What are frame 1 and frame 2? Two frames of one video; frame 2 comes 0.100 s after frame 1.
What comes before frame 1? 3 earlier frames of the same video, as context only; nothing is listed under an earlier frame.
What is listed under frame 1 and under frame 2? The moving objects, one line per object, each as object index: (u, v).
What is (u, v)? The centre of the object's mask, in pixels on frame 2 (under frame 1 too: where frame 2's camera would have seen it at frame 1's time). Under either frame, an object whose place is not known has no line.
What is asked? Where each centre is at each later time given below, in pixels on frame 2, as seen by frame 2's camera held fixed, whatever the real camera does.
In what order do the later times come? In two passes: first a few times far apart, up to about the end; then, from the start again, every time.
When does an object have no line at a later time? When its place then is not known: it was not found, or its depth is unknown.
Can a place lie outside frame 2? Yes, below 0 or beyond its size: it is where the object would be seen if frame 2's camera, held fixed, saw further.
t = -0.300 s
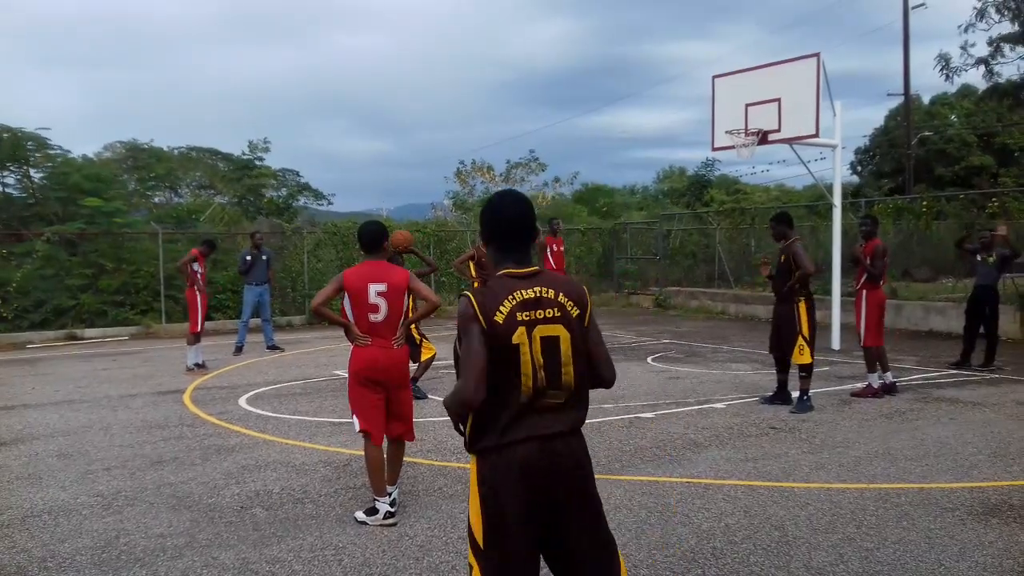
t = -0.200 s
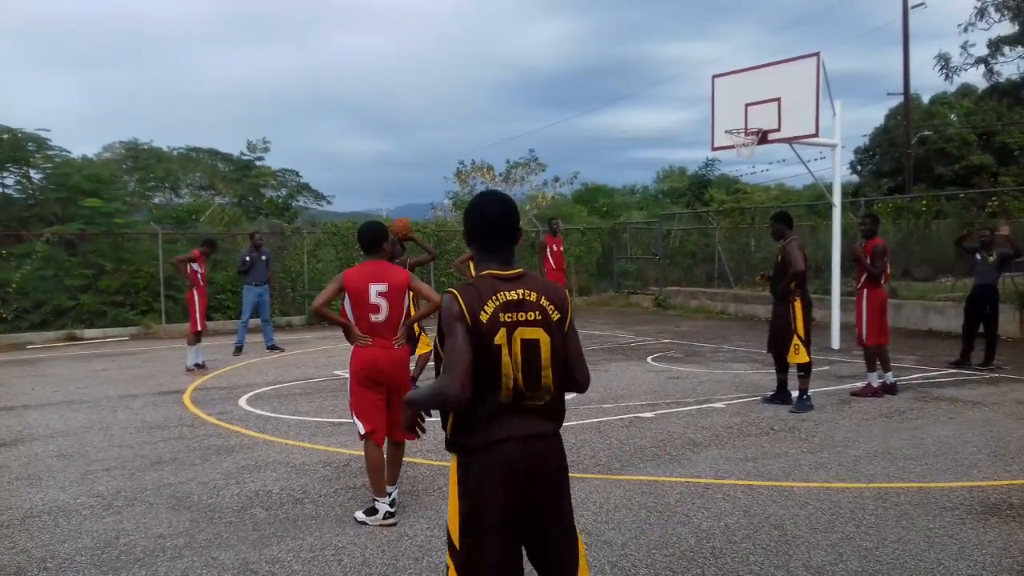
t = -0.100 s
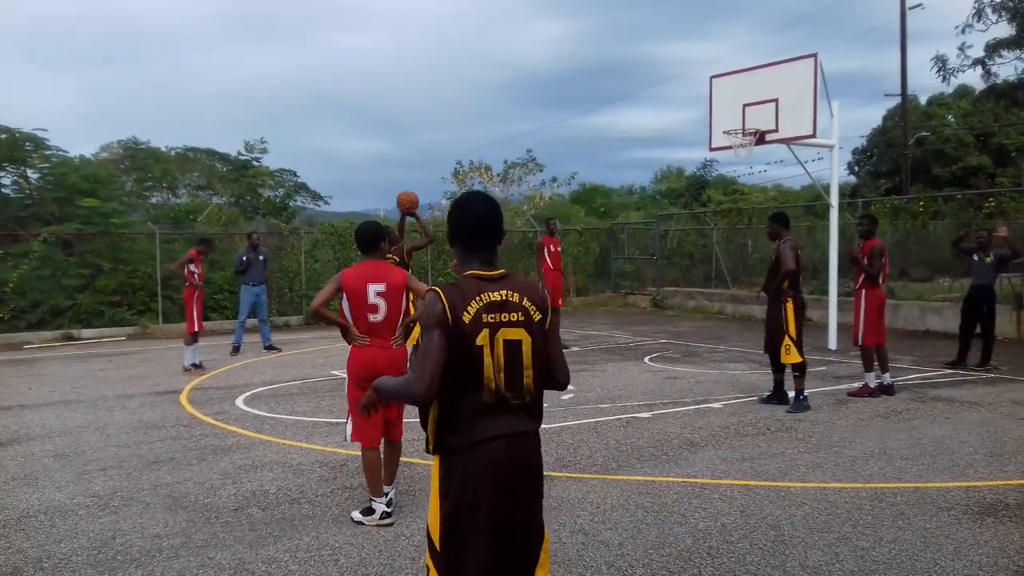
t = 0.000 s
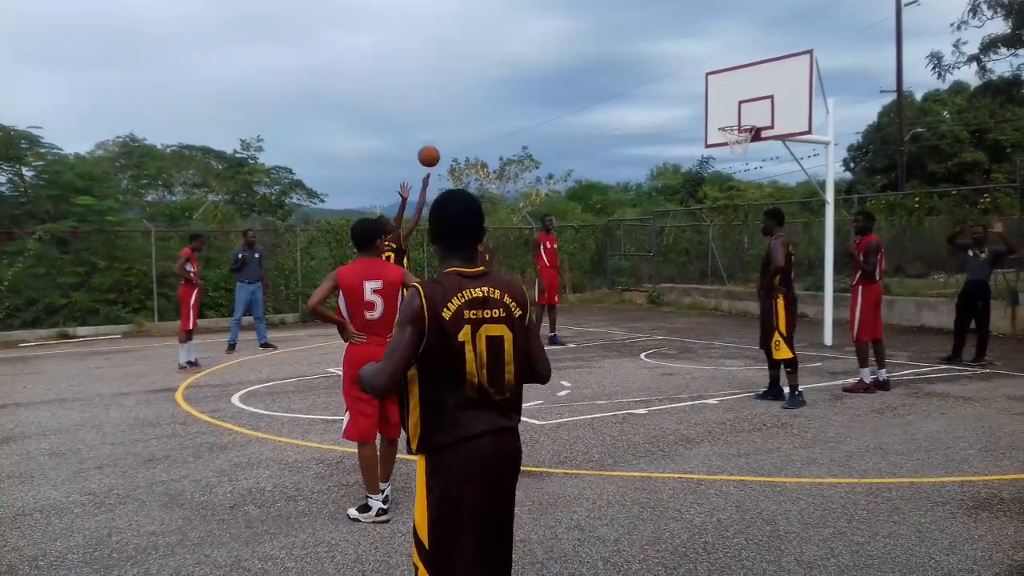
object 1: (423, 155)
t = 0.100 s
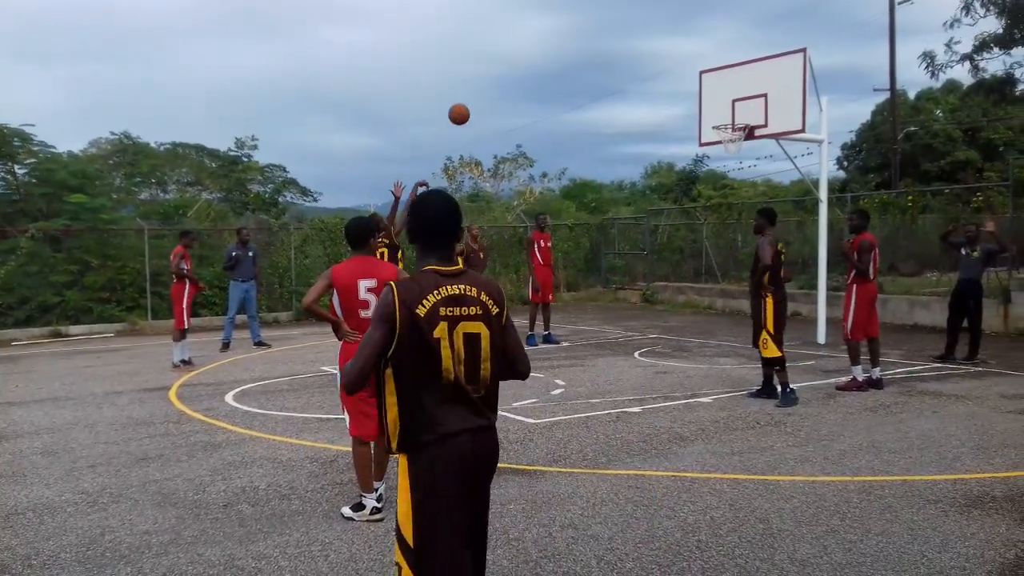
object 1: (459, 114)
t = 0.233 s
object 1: (504, 76)
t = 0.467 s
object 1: (577, 49)
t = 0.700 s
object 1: (642, 63)
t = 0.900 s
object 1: (694, 106)
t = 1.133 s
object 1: (668, 106)
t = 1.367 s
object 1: (619, 121)
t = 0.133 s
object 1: (470, 103)
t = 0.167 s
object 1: (481, 93)
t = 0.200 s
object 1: (492, 84)
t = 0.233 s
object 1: (504, 76)
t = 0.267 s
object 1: (515, 69)
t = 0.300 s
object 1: (525, 63)
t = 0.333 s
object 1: (535, 58)
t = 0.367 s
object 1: (546, 55)
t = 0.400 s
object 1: (557, 52)
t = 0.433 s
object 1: (566, 50)
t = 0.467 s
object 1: (577, 49)
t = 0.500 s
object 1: (587, 49)
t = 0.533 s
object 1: (596, 49)
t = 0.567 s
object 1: (605, 50)
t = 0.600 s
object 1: (615, 52)
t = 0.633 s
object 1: (624, 54)
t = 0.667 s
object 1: (633, 59)
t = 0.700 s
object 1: (642, 63)
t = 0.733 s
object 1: (652, 68)
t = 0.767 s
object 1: (660, 74)
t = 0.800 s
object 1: (669, 82)
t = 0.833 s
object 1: (677, 89)
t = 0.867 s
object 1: (686, 97)
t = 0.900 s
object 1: (694, 106)
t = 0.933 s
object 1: (703, 116)
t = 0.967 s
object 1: (704, 120)
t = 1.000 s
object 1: (697, 116)
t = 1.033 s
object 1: (690, 112)
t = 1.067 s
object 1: (683, 109)
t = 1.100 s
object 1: (675, 107)
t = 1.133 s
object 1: (668, 106)
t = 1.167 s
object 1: (661, 106)
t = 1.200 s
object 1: (654, 106)
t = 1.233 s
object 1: (647, 107)
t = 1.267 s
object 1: (639, 110)
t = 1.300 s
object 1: (633, 113)
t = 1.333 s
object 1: (626, 116)
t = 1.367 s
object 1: (619, 121)
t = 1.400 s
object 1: (612, 126)
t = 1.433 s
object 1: (605, 132)
